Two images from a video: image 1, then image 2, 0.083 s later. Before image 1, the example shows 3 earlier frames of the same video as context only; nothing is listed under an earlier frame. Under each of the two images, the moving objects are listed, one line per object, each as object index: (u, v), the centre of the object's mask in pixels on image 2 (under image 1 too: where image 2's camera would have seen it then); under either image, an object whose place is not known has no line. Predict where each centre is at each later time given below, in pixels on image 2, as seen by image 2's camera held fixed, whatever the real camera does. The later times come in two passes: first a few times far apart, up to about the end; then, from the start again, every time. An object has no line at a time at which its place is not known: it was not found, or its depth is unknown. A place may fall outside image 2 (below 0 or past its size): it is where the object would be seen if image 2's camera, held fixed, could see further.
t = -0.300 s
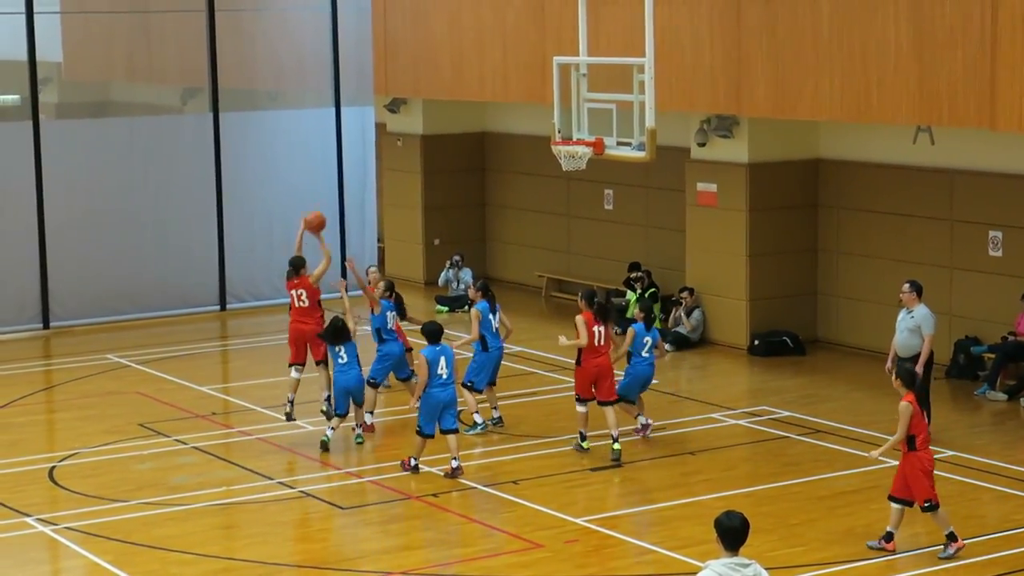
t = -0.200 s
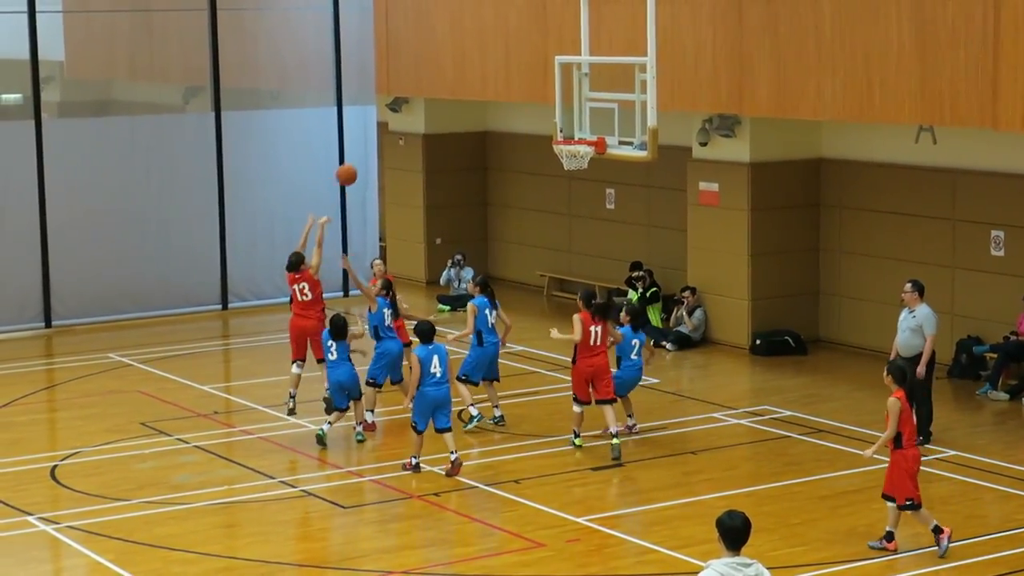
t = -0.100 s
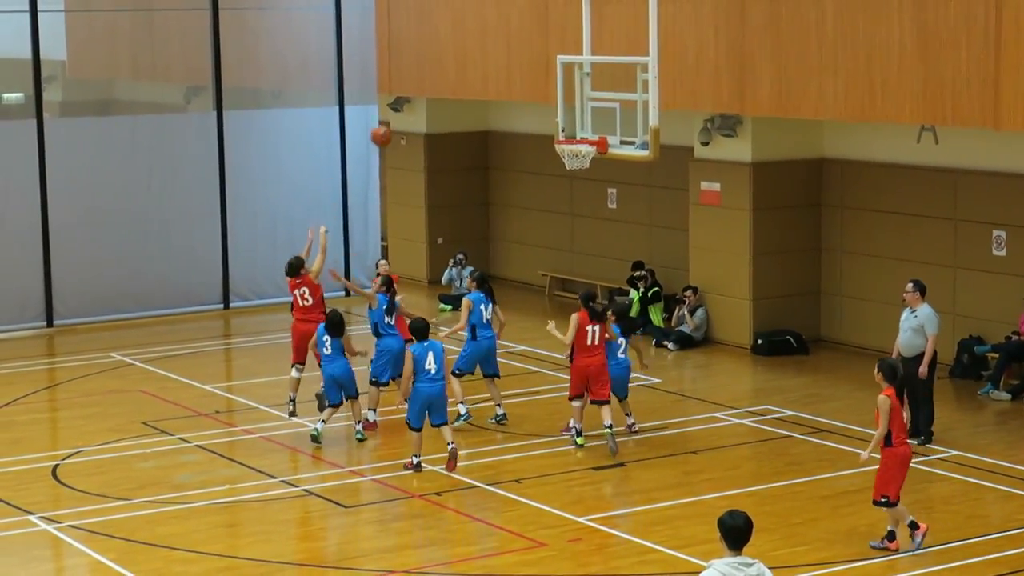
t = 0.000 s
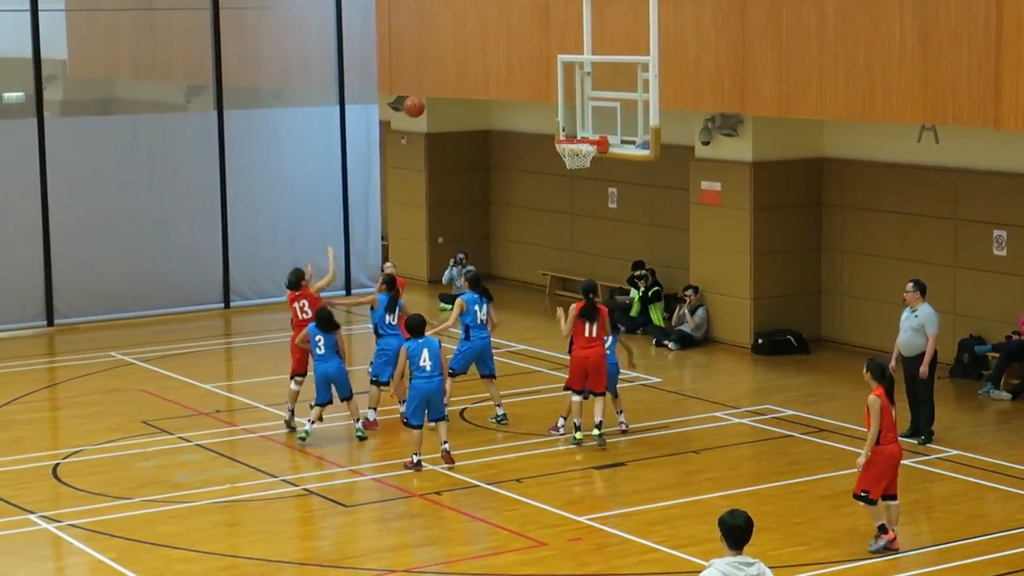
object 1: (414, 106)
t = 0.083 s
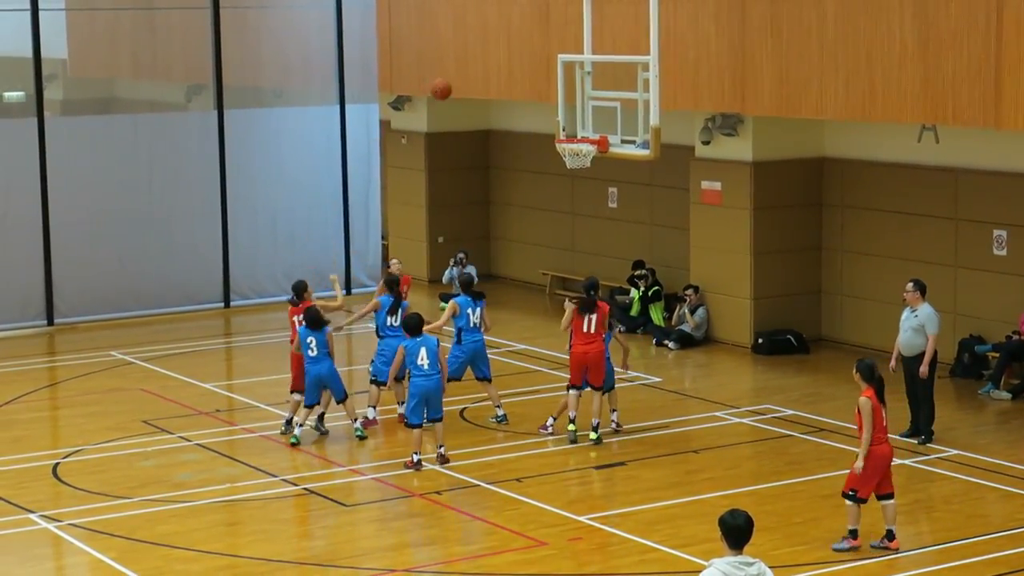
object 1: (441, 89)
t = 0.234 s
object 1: (488, 76)
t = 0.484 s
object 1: (565, 98)
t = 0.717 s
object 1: (588, 116)
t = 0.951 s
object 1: (556, 117)
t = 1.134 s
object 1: (531, 152)
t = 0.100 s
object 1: (446, 87)
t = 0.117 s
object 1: (452, 85)
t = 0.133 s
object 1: (457, 84)
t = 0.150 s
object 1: (462, 82)
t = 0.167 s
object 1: (467, 80)
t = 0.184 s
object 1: (473, 79)
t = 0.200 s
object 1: (478, 78)
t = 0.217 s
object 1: (483, 76)
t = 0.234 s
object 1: (488, 76)
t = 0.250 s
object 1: (493, 76)
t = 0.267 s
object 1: (498, 76)
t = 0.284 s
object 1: (504, 76)
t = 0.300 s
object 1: (509, 76)
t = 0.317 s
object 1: (514, 77)
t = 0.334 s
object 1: (520, 78)
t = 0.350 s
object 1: (524, 79)
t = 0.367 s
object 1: (529, 81)
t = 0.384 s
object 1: (534, 83)
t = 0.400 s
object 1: (539, 85)
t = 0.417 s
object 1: (544, 87)
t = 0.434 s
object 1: (549, 89)
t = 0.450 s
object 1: (555, 92)
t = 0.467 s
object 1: (560, 95)
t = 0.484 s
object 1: (565, 98)
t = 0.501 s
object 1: (570, 100)
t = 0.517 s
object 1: (574, 103)
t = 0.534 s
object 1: (580, 108)
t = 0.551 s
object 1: (584, 112)
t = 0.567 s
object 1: (590, 116)
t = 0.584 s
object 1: (595, 121)
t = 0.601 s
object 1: (599, 126)
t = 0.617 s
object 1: (601, 130)
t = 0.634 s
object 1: (599, 128)
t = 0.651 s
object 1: (597, 125)
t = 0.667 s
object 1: (594, 122)
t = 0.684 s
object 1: (592, 120)
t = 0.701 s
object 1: (590, 118)
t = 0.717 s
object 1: (588, 116)
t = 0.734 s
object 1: (586, 115)
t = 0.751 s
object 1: (583, 114)
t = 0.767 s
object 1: (581, 113)
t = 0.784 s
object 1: (578, 112)
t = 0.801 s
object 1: (577, 111)
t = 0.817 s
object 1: (574, 111)
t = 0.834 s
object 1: (572, 111)
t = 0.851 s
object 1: (570, 111)
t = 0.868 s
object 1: (568, 112)
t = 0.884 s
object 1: (565, 112)
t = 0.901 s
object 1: (563, 113)
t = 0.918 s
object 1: (561, 114)
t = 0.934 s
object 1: (559, 115)
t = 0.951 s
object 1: (556, 117)
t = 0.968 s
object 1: (554, 119)
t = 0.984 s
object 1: (552, 121)
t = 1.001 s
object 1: (549, 123)
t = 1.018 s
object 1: (547, 126)
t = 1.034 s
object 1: (545, 130)
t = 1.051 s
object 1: (544, 132)
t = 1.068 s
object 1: (541, 136)
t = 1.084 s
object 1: (538, 139)
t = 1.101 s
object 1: (535, 143)
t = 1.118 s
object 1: (533, 147)
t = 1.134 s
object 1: (531, 152)
